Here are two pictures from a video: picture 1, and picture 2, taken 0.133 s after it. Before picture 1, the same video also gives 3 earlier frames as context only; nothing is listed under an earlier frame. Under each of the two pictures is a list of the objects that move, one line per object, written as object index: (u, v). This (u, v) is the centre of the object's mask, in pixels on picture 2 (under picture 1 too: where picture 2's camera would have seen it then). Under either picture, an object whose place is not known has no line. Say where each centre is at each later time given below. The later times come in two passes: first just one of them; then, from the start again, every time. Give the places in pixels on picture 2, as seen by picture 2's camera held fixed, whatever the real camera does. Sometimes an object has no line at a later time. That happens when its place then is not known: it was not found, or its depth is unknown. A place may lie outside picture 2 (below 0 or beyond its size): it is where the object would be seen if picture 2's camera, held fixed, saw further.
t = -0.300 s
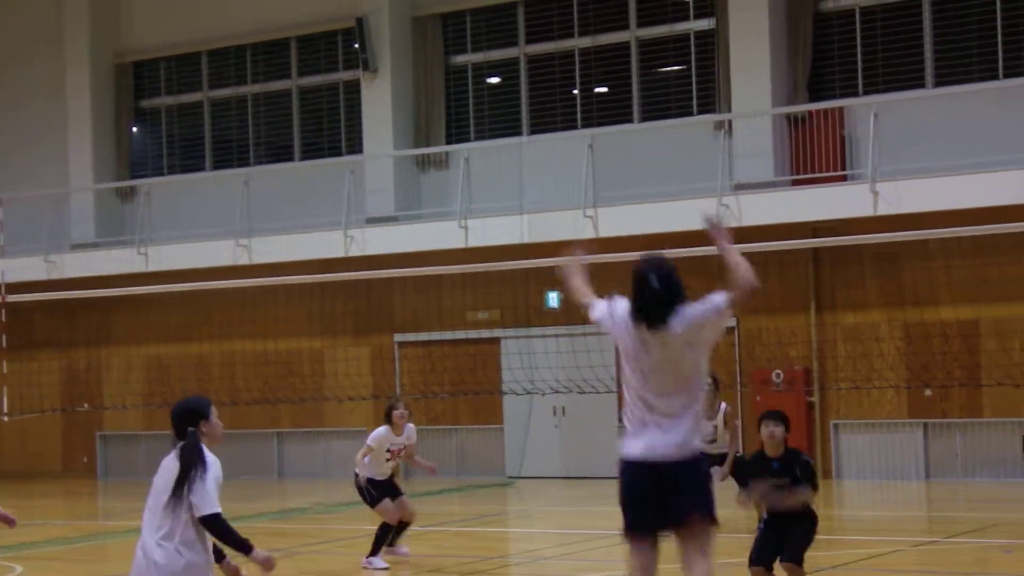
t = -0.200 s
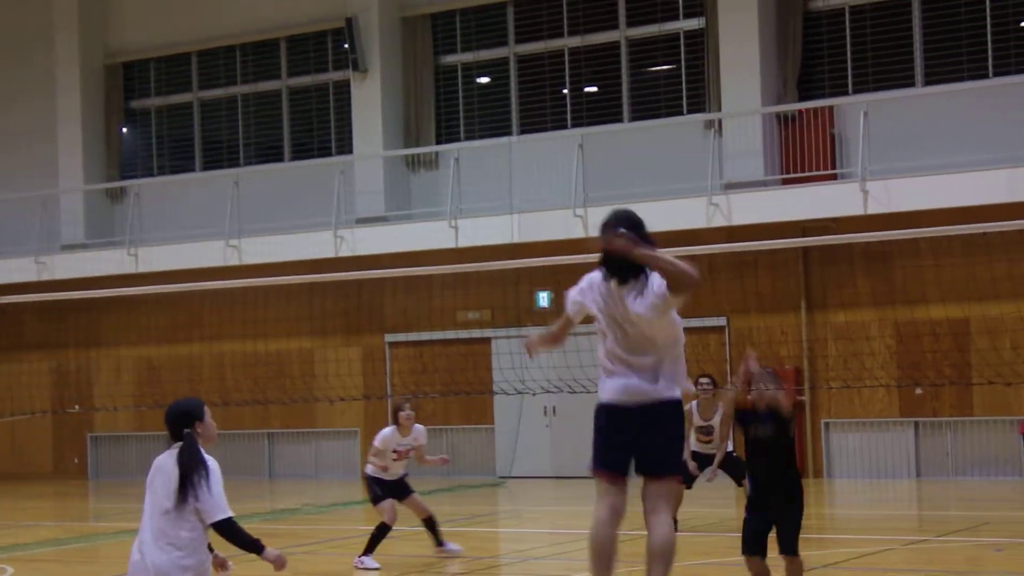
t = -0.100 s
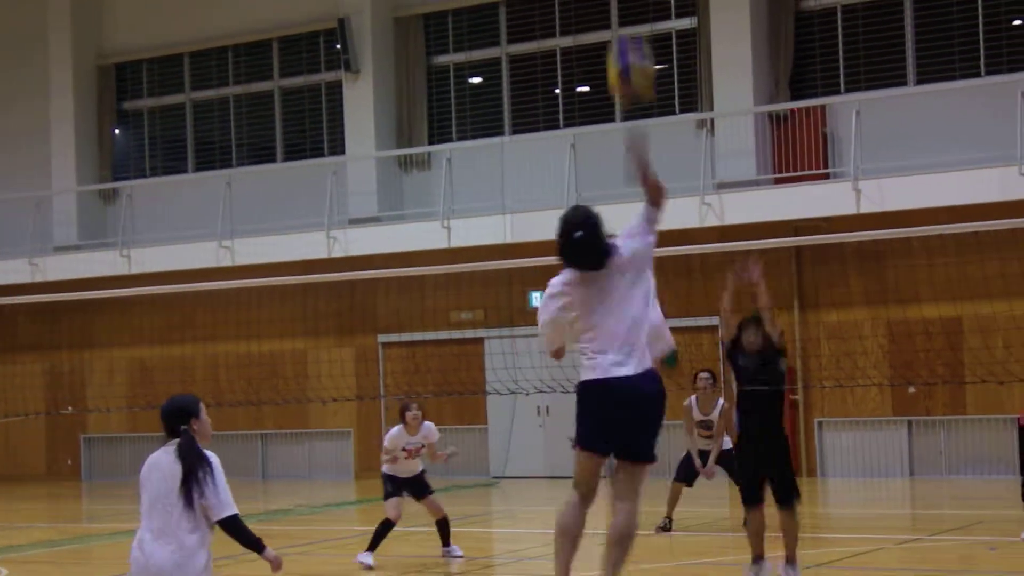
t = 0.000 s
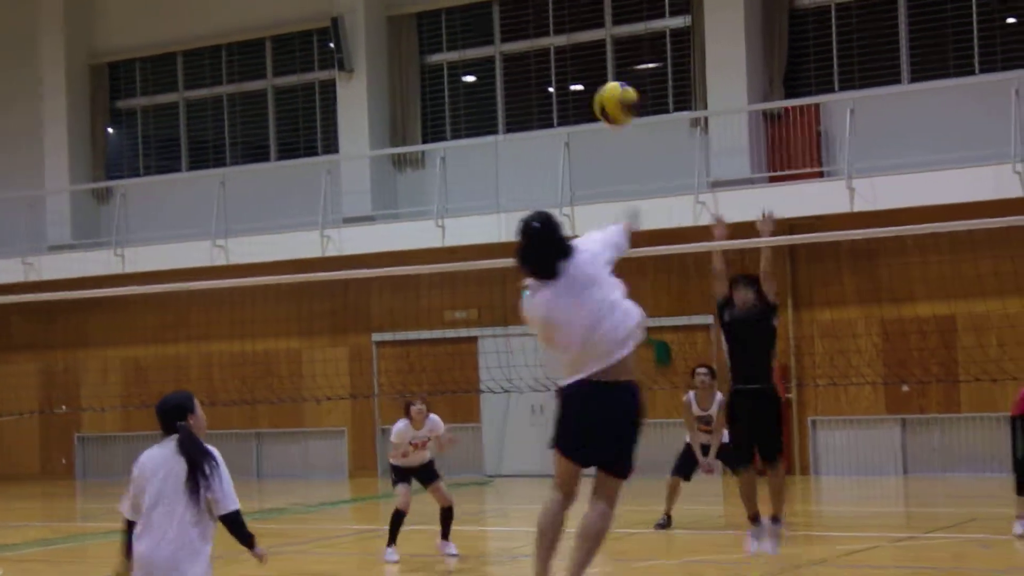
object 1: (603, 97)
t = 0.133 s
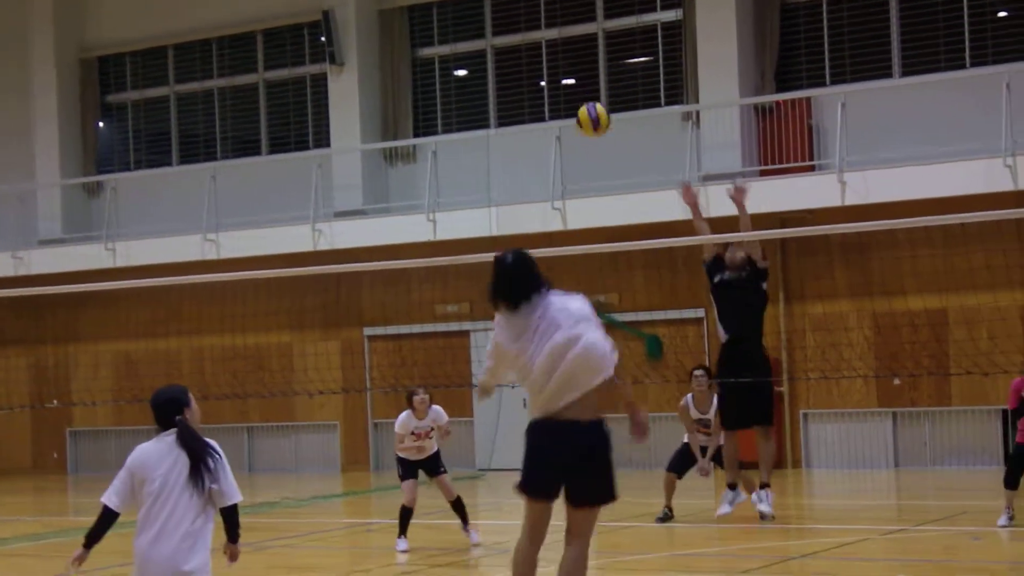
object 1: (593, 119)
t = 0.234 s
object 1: (589, 148)
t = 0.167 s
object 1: (592, 129)
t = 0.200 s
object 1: (590, 138)
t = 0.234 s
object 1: (589, 148)
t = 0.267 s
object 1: (588, 160)
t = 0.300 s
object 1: (588, 172)
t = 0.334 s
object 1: (588, 184)
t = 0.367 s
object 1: (589, 198)
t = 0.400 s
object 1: (591, 212)
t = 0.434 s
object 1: (591, 228)
